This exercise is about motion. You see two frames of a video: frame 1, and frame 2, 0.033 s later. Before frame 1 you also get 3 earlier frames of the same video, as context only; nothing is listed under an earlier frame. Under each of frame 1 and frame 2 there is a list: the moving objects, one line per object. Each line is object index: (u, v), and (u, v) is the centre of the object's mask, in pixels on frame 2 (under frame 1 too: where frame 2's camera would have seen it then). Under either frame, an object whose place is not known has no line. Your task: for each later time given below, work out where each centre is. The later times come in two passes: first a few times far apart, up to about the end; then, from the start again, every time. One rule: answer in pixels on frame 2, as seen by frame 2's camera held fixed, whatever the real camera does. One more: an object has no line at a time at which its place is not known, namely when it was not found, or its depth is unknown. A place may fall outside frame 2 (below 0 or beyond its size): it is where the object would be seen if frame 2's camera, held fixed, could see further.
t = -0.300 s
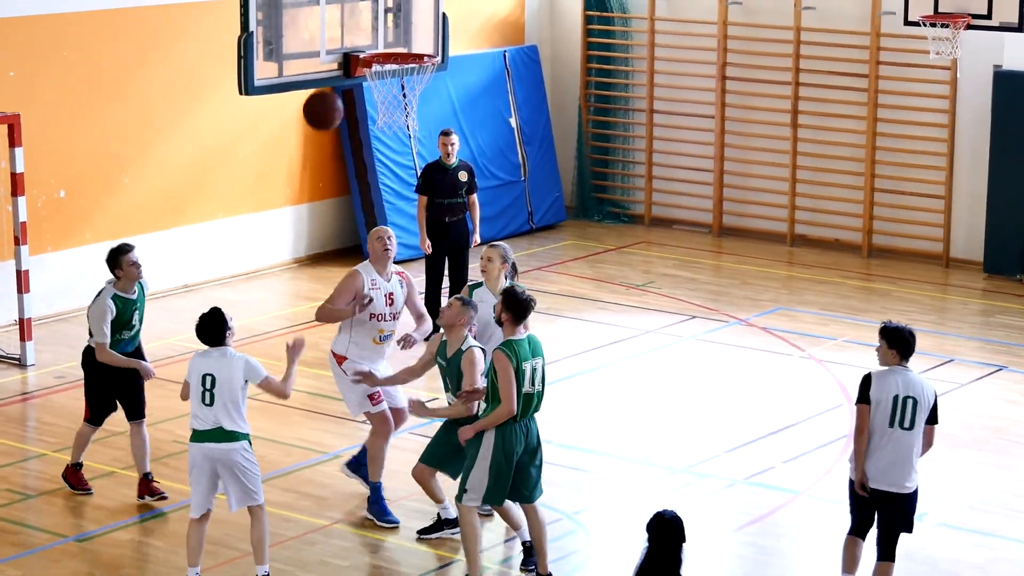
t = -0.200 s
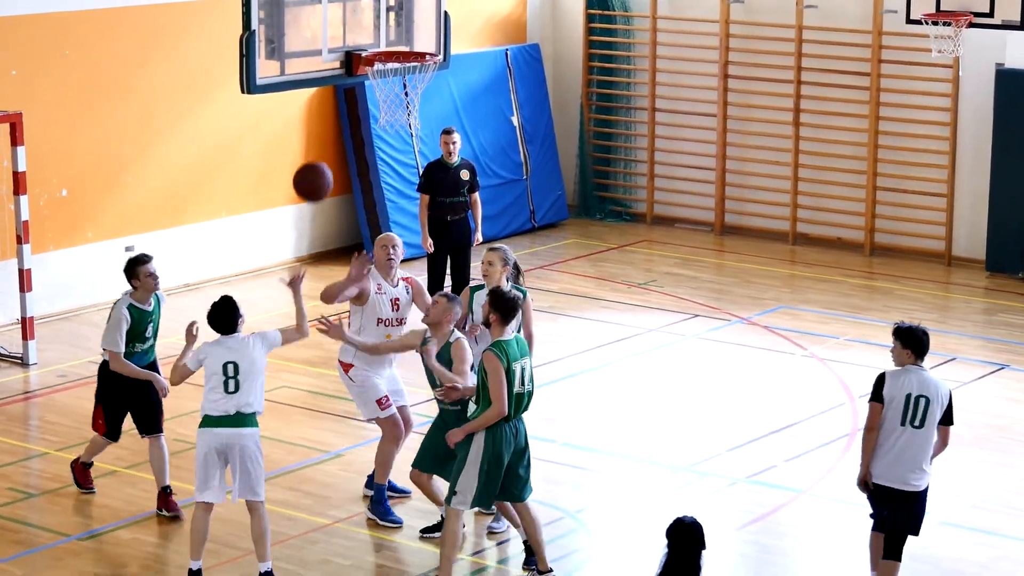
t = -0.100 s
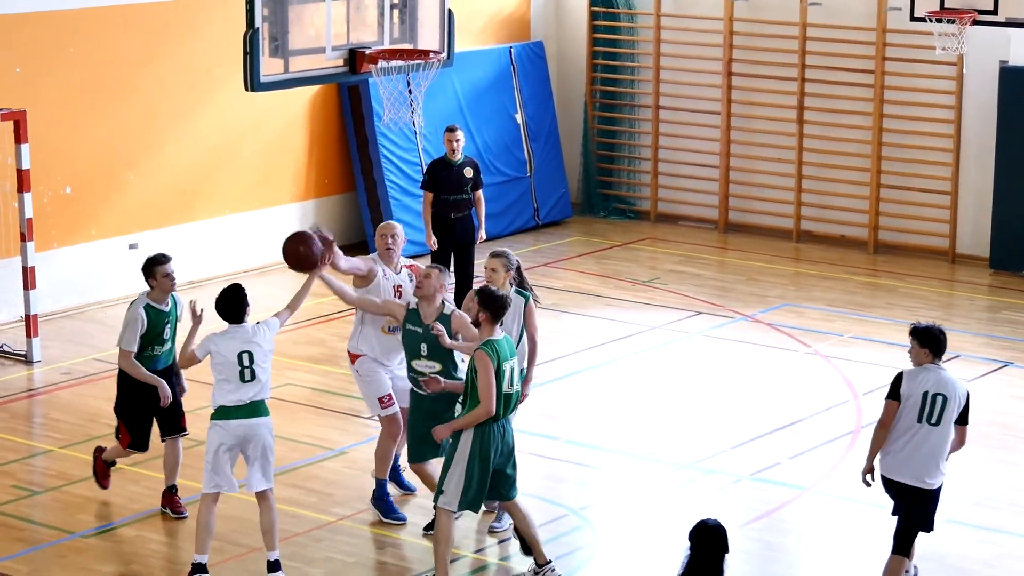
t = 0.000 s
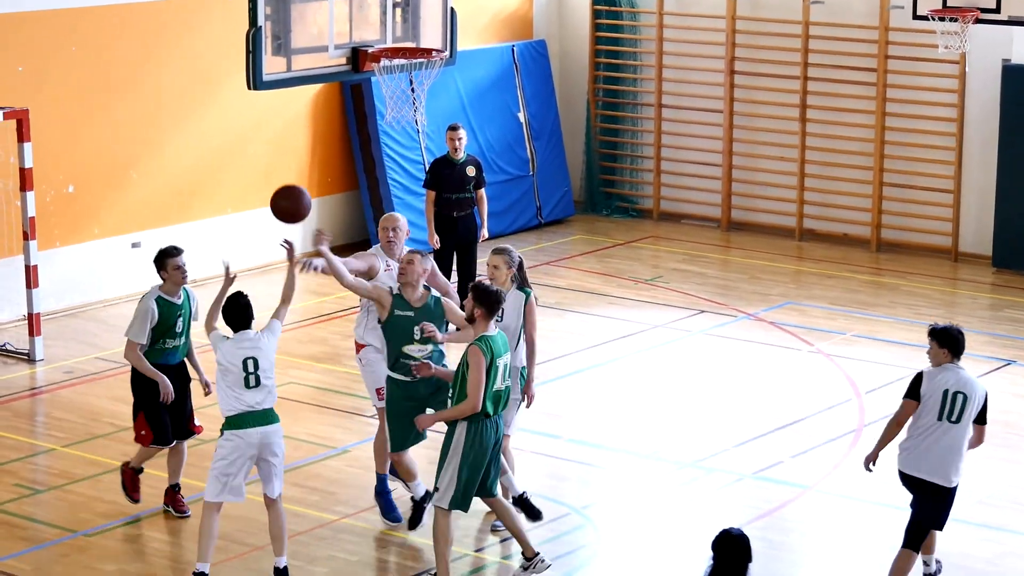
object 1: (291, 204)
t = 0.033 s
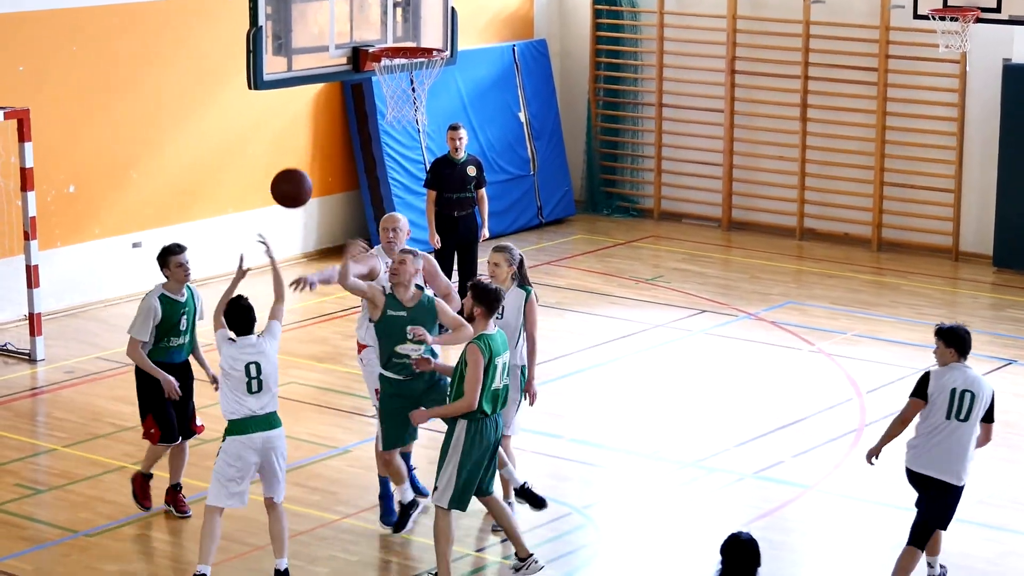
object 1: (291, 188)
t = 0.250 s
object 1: (292, 125)
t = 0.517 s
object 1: (294, 161)
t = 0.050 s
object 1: (291, 181)
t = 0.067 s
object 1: (292, 174)
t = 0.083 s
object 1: (292, 167)
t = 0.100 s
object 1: (292, 161)
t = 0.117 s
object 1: (292, 155)
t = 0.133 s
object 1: (292, 150)
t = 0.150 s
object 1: (292, 145)
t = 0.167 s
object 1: (292, 141)
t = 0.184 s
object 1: (292, 137)
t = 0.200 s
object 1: (292, 133)
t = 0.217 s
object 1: (292, 130)
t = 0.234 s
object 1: (292, 127)
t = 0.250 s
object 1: (292, 125)
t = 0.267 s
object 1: (292, 123)
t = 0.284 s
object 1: (292, 122)
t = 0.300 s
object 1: (292, 121)
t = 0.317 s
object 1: (292, 121)
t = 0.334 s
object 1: (292, 121)
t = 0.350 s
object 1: (292, 122)
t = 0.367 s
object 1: (292, 124)
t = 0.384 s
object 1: (293, 125)
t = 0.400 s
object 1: (293, 128)
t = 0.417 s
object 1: (293, 131)
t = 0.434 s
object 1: (293, 134)
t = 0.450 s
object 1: (293, 138)
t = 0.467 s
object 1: (293, 143)
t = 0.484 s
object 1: (293, 149)
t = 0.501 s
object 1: (293, 155)
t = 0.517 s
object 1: (294, 161)
